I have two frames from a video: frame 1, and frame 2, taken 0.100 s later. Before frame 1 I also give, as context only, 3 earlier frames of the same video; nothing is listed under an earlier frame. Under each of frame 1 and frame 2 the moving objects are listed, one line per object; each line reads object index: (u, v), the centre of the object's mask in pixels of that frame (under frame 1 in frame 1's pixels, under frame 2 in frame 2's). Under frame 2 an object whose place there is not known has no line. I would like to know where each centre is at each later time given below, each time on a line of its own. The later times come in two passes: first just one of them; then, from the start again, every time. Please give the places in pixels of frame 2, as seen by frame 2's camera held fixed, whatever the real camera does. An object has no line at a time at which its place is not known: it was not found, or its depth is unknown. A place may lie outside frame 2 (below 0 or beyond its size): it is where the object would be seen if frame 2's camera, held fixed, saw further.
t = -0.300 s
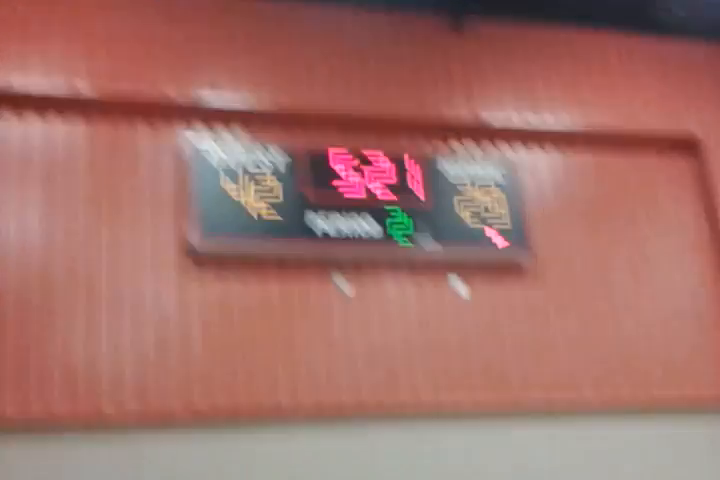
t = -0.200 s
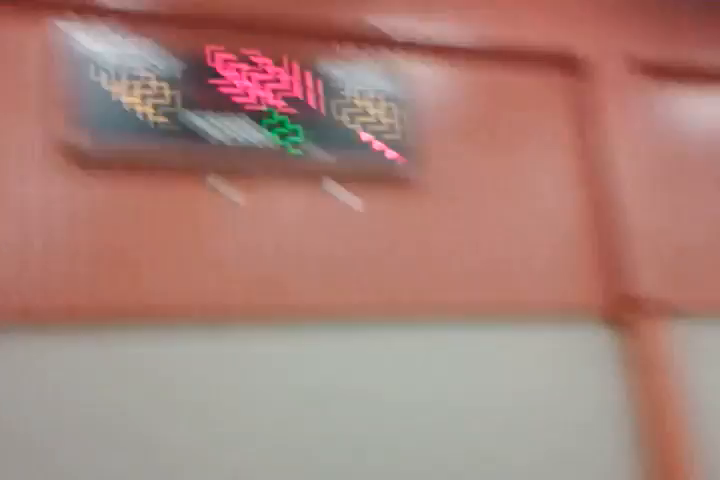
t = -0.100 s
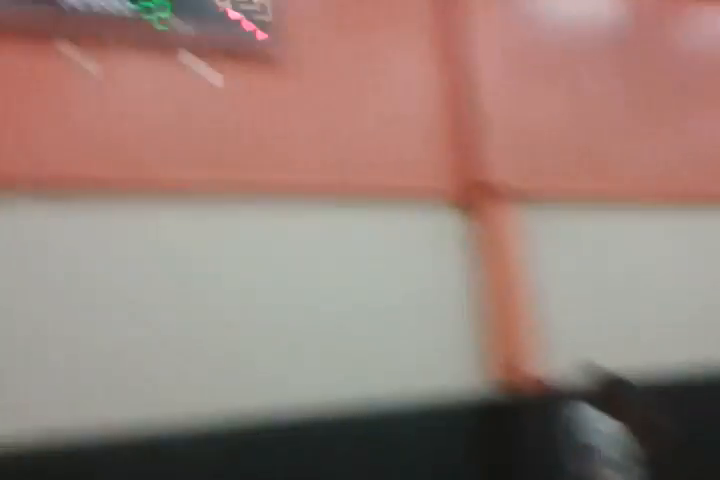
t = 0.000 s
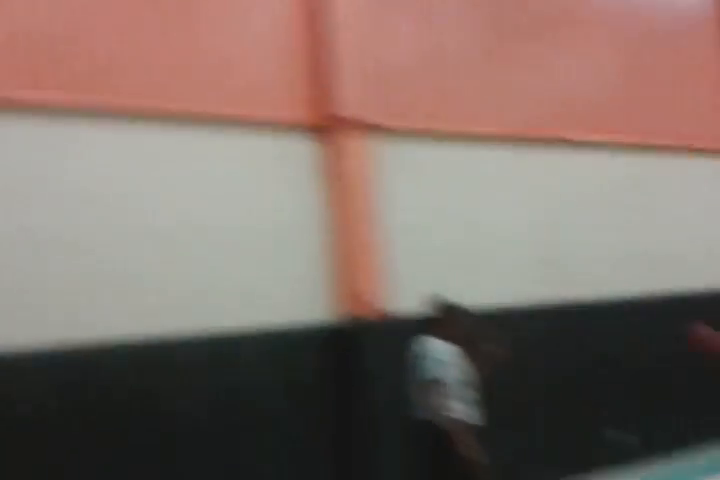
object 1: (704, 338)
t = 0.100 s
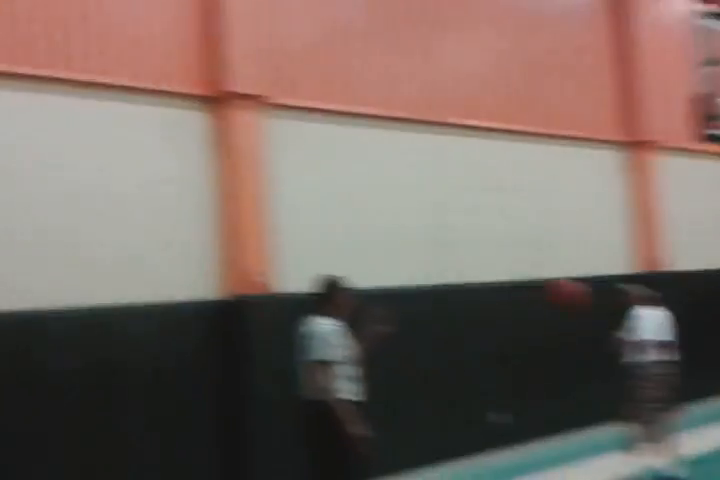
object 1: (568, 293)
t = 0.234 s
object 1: (535, 262)
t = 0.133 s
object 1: (561, 286)
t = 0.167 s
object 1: (552, 275)
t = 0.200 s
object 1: (542, 268)
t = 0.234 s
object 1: (535, 262)
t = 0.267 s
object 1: (527, 258)
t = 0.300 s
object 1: (520, 255)
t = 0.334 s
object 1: (514, 253)
